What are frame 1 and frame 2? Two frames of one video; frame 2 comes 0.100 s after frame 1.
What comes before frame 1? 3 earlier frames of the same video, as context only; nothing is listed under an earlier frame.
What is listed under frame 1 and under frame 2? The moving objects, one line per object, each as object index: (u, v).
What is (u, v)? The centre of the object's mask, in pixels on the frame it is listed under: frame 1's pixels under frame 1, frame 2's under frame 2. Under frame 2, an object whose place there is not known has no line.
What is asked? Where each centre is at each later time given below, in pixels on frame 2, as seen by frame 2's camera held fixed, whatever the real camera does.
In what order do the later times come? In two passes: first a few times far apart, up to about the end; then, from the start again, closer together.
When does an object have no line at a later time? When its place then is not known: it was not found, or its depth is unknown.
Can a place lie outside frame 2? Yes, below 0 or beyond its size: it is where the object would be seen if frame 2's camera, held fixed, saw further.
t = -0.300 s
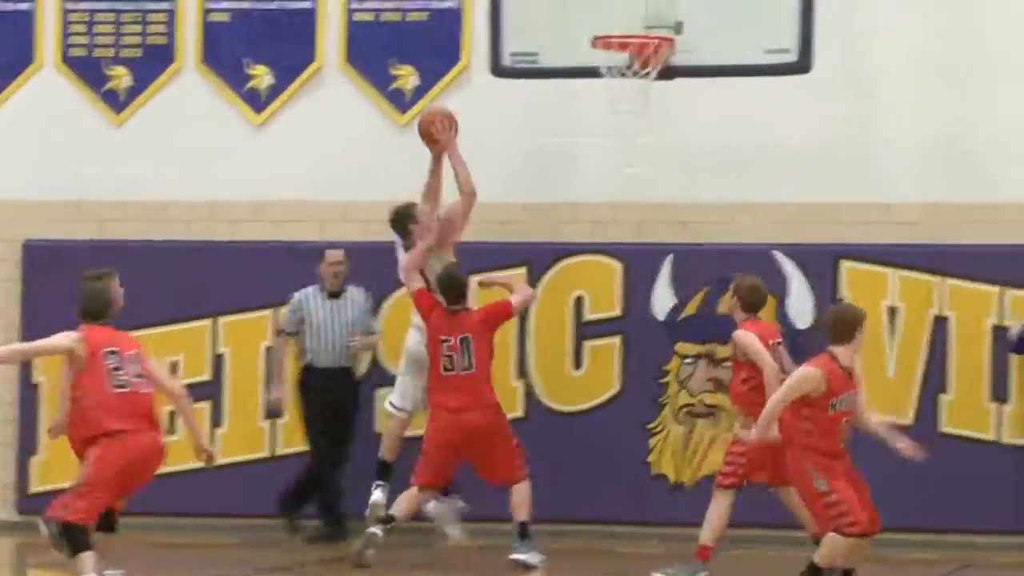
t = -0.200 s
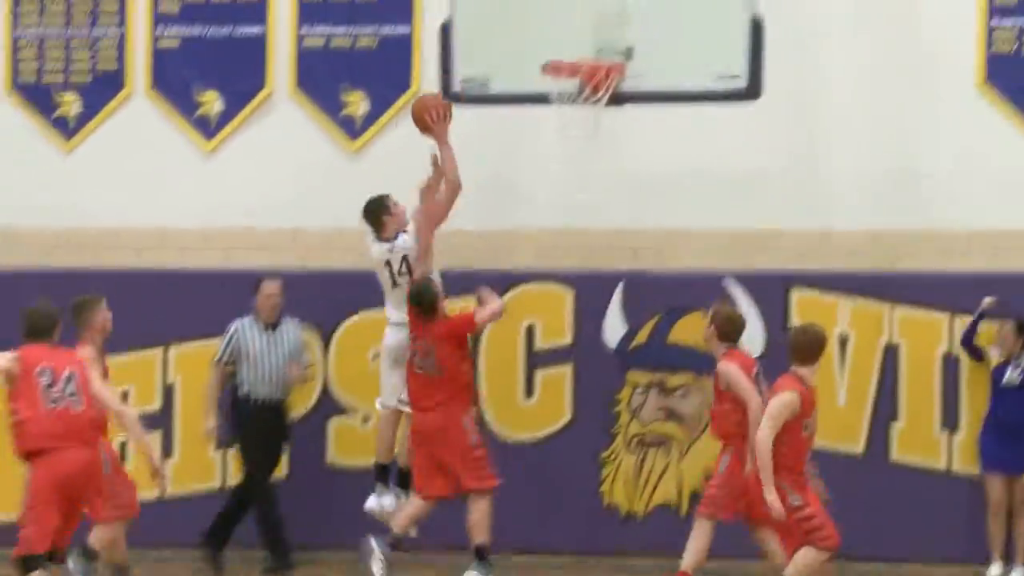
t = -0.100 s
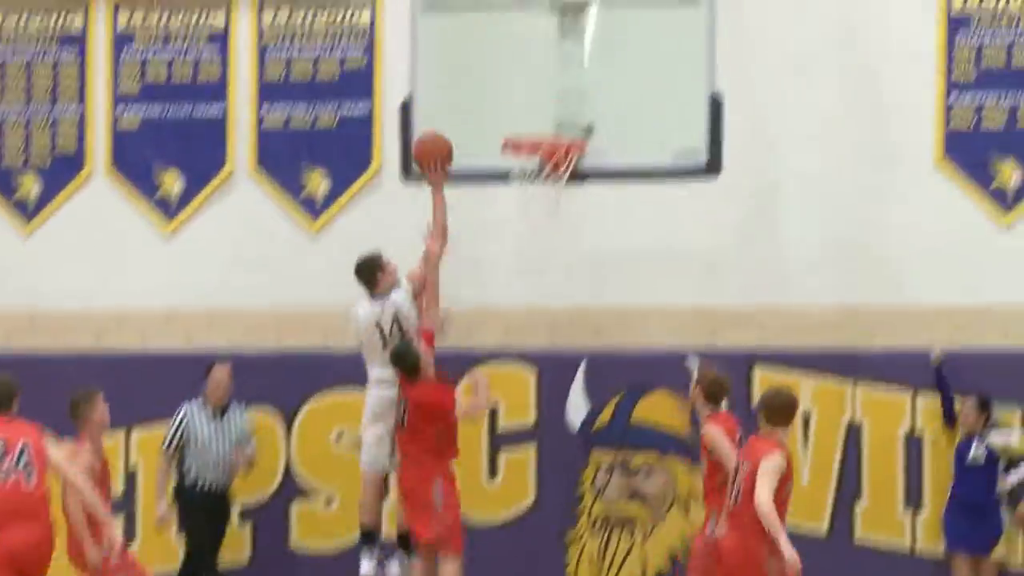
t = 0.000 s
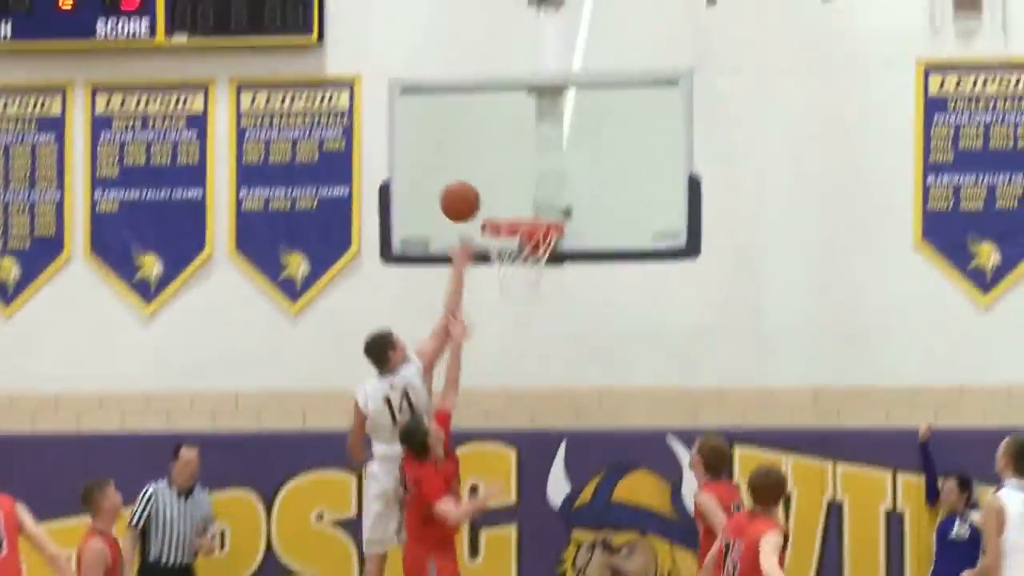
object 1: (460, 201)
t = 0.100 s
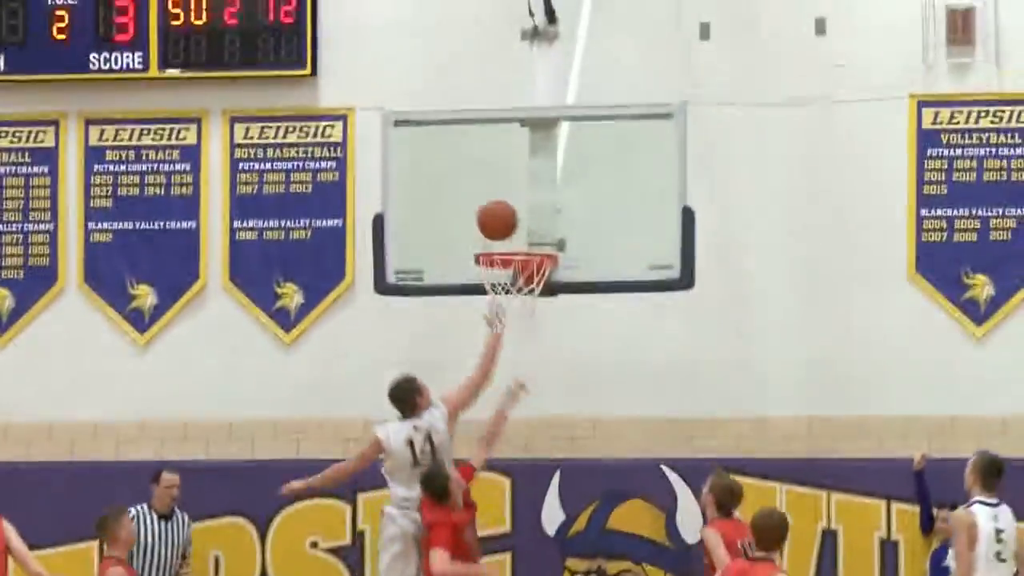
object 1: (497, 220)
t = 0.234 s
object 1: (528, 236)
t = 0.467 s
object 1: (496, 287)
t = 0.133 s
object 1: (505, 222)
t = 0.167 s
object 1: (512, 226)
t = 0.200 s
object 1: (520, 232)
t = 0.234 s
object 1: (528, 236)
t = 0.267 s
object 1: (536, 246)
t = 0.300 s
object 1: (531, 259)
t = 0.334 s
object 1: (515, 255)
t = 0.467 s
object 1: (496, 287)
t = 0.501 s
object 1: (498, 290)
